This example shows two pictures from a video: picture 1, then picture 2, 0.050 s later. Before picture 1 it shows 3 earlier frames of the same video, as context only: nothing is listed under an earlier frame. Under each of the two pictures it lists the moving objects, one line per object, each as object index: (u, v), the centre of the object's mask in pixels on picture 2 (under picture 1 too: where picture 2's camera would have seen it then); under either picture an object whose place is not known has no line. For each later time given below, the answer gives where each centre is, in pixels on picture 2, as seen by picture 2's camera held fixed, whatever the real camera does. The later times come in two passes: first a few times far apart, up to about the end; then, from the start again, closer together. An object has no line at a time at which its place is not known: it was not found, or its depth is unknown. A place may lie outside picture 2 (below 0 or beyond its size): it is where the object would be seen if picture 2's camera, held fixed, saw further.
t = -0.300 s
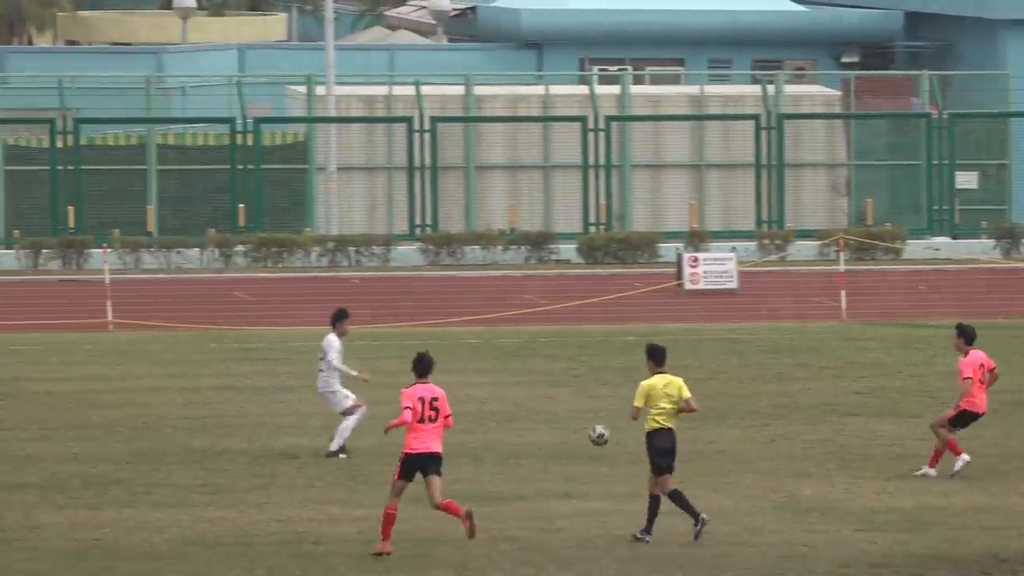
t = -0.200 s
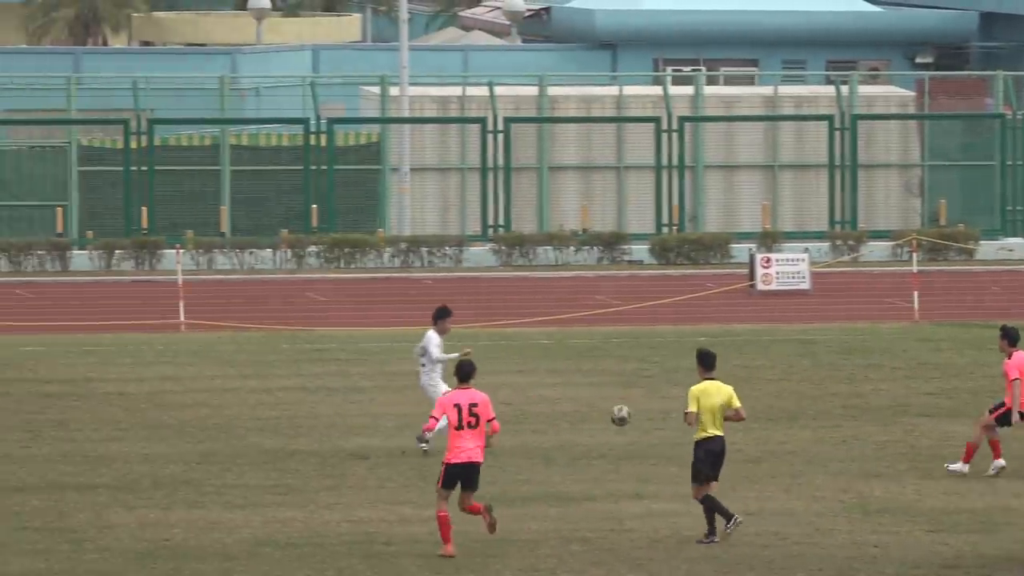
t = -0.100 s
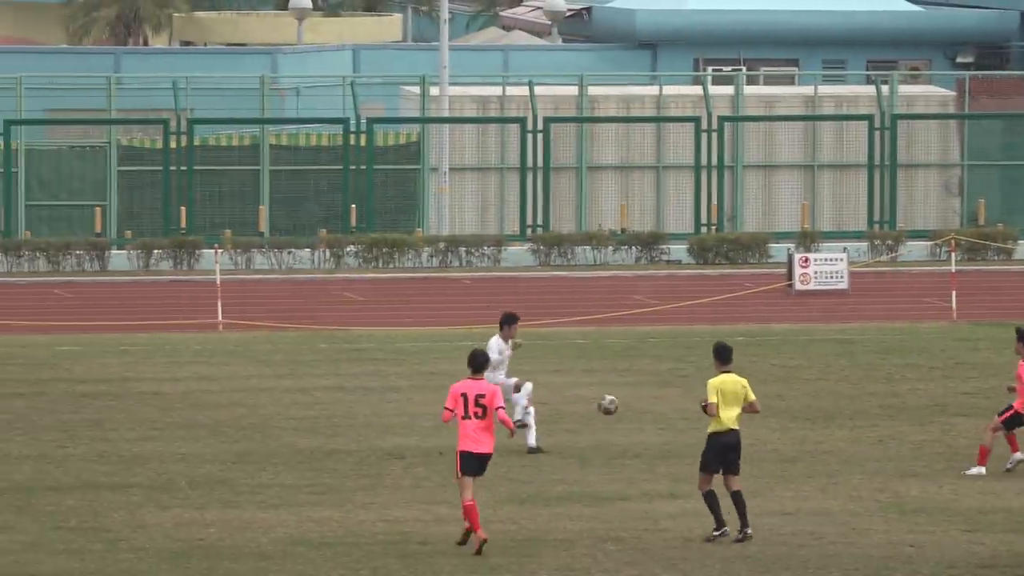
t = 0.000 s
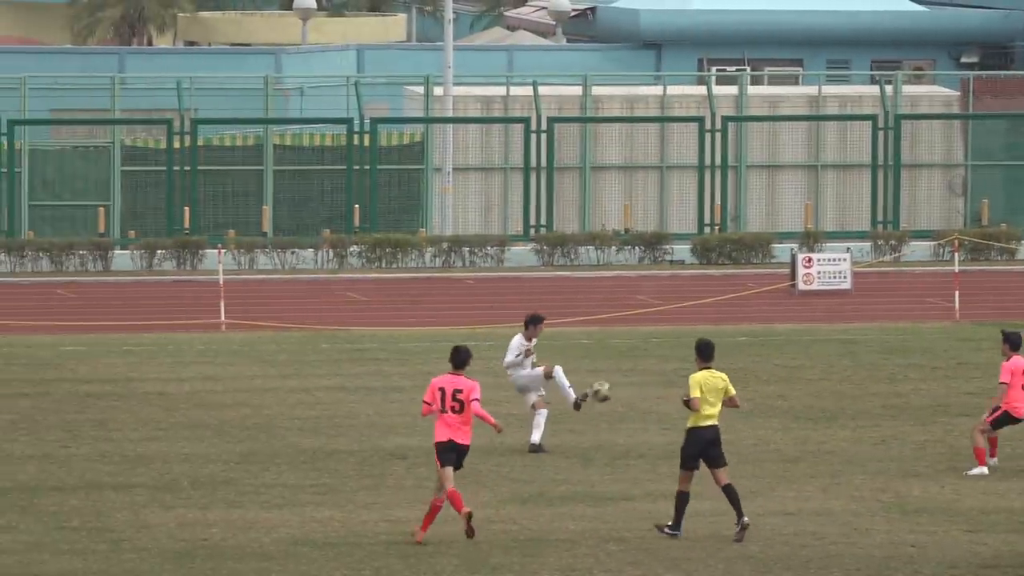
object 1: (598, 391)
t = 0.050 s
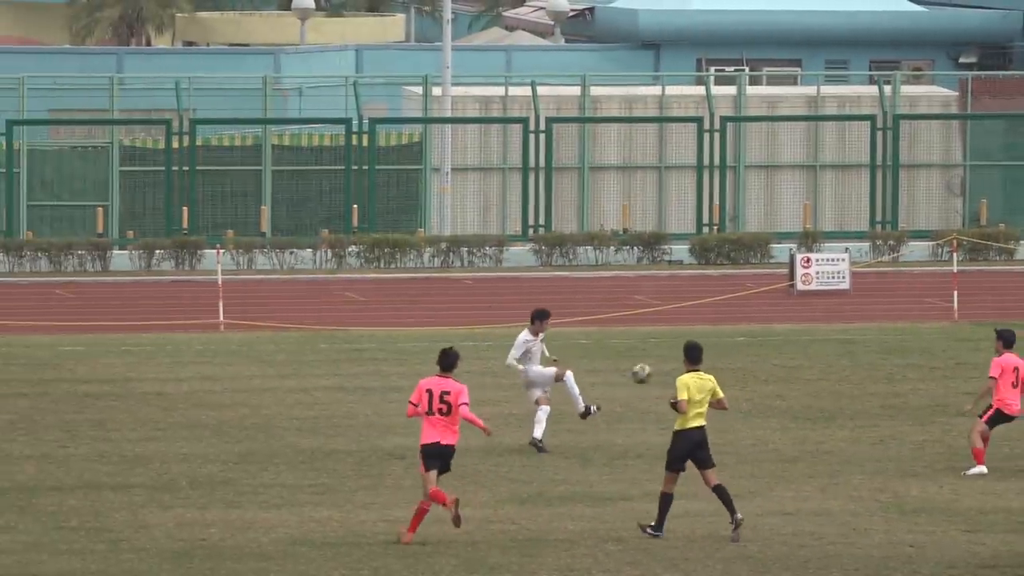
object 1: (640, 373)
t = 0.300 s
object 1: (842, 321)
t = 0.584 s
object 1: (1050, 326)
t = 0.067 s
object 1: (655, 368)
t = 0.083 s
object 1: (668, 363)
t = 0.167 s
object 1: (737, 343)
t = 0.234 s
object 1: (790, 330)
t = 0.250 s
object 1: (803, 327)
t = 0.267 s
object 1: (815, 325)
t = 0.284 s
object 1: (829, 323)
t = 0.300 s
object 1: (842, 321)
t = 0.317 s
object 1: (855, 320)
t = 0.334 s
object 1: (867, 319)
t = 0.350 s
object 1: (880, 318)
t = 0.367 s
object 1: (892, 317)
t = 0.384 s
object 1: (905, 316)
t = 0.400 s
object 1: (918, 316)
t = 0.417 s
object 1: (930, 316)
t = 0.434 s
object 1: (941, 316)
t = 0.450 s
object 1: (953, 316)
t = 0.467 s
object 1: (965, 316)
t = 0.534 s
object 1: (1013, 320)
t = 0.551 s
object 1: (1026, 323)
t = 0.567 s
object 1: (1038, 324)
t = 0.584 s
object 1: (1050, 326)
